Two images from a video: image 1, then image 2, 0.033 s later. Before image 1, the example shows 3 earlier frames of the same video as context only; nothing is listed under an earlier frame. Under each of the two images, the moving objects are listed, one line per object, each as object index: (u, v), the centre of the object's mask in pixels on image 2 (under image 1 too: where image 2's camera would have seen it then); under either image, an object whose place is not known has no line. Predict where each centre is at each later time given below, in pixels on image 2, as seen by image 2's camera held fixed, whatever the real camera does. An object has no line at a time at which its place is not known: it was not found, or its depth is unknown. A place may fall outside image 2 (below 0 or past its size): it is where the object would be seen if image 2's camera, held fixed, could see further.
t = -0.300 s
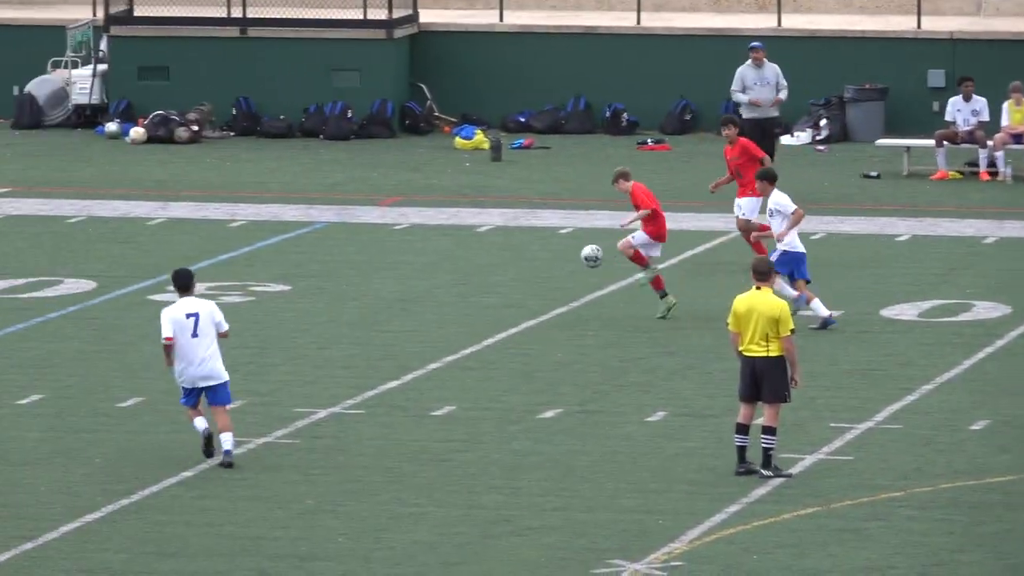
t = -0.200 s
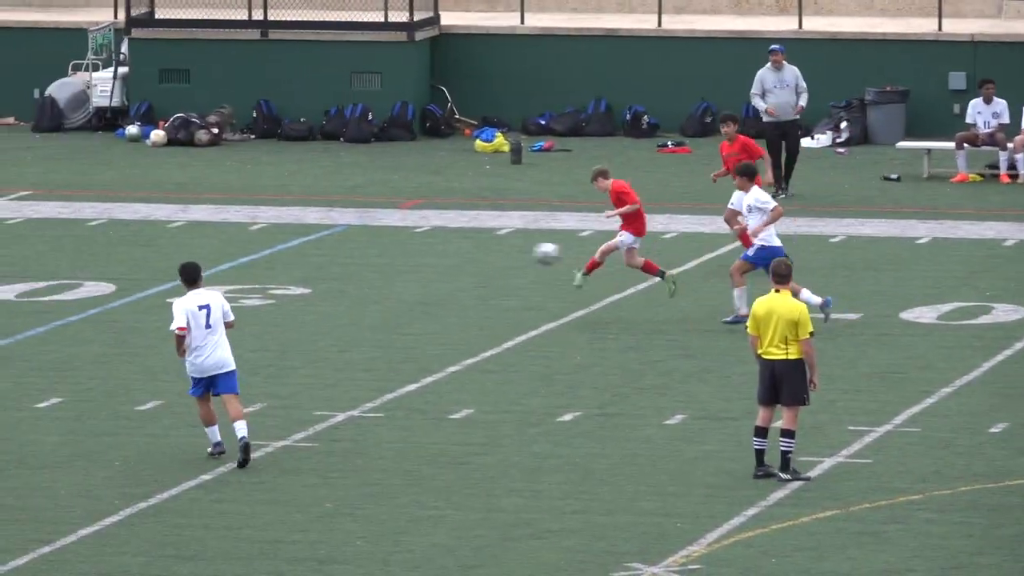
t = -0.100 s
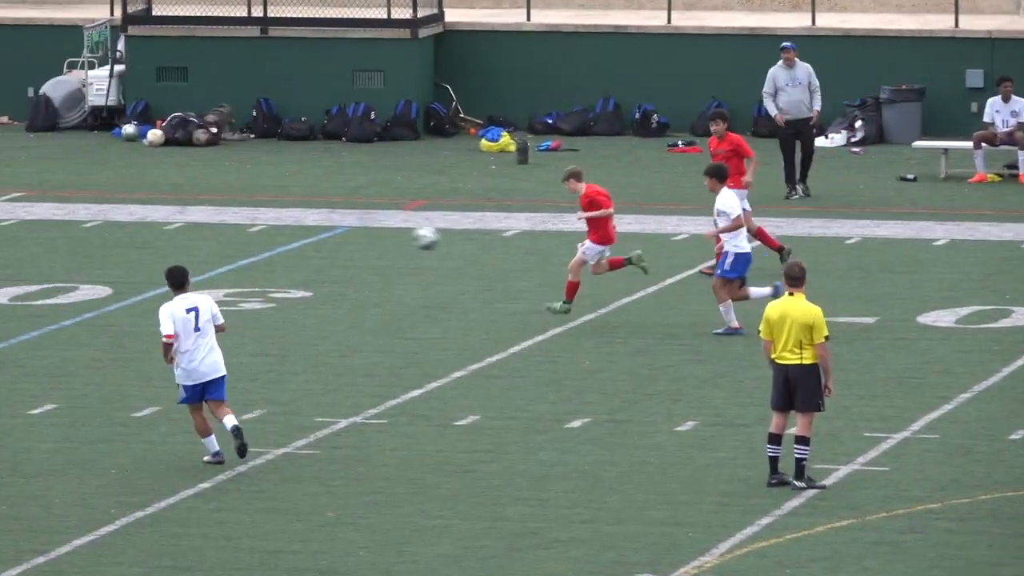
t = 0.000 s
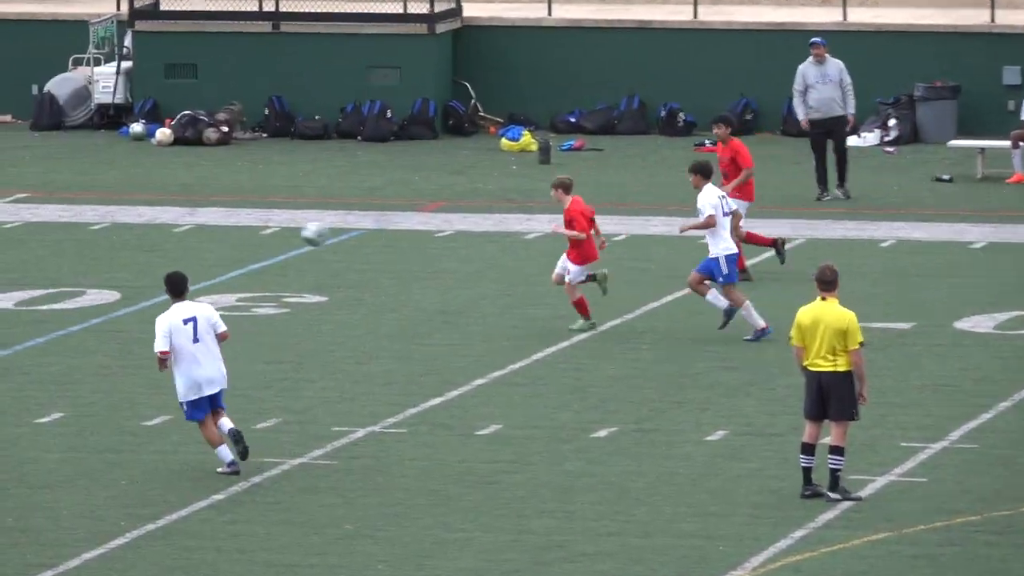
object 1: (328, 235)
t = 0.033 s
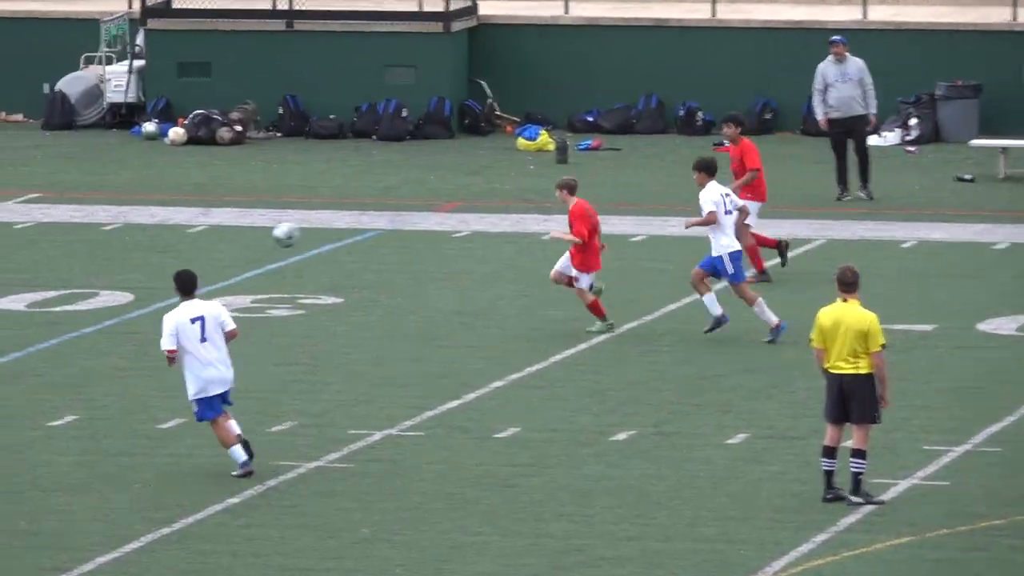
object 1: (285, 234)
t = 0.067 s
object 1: (242, 233)
